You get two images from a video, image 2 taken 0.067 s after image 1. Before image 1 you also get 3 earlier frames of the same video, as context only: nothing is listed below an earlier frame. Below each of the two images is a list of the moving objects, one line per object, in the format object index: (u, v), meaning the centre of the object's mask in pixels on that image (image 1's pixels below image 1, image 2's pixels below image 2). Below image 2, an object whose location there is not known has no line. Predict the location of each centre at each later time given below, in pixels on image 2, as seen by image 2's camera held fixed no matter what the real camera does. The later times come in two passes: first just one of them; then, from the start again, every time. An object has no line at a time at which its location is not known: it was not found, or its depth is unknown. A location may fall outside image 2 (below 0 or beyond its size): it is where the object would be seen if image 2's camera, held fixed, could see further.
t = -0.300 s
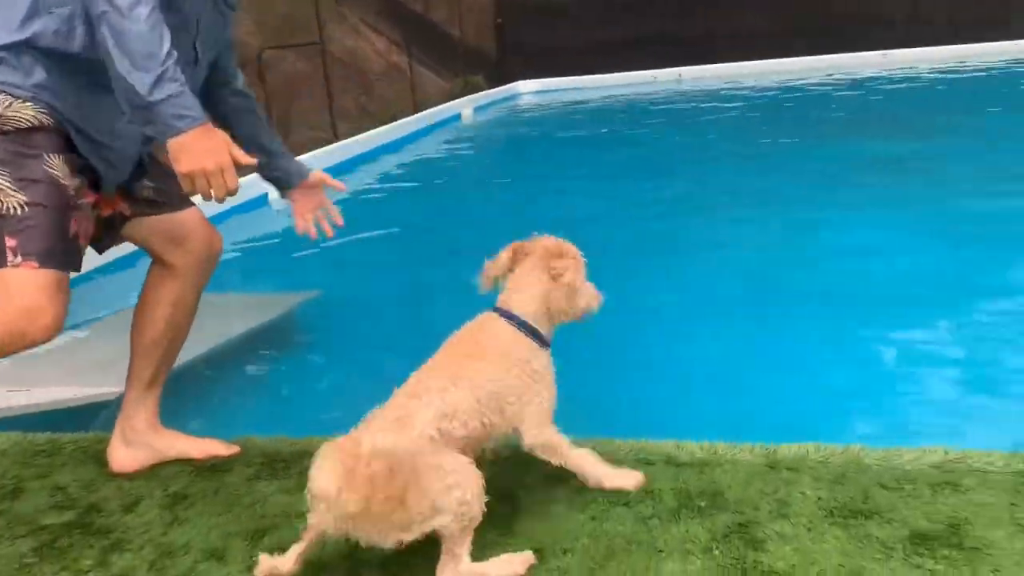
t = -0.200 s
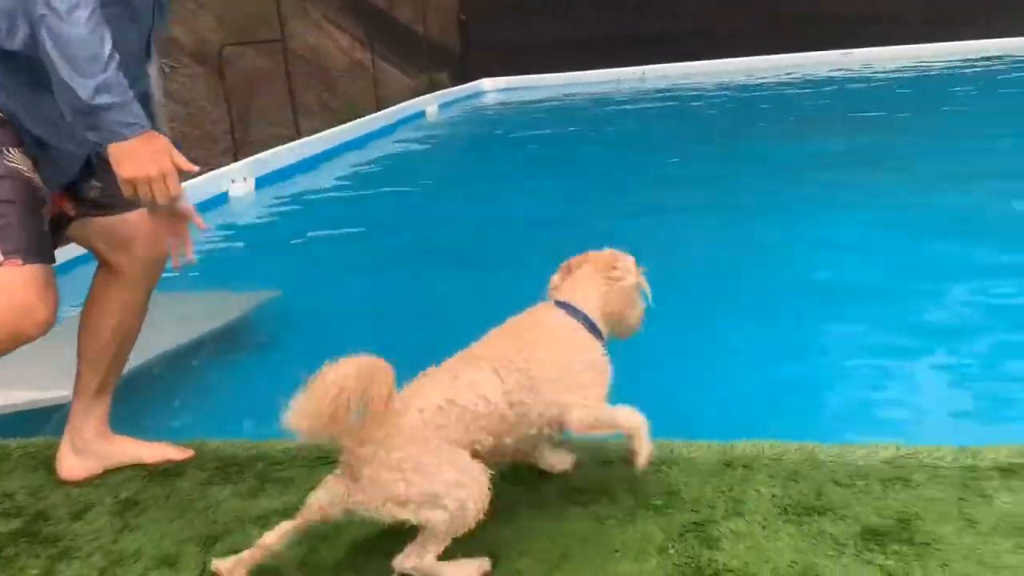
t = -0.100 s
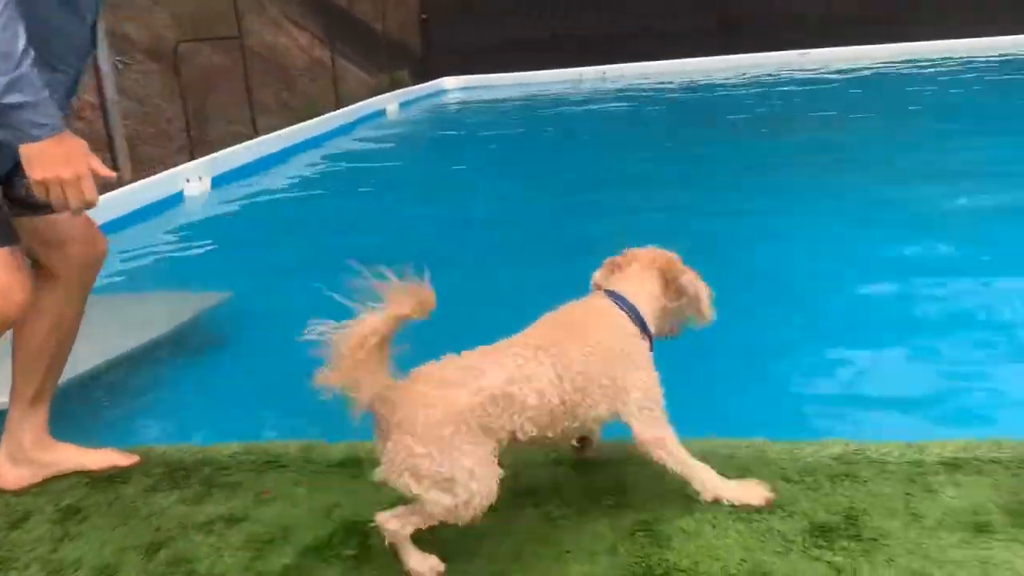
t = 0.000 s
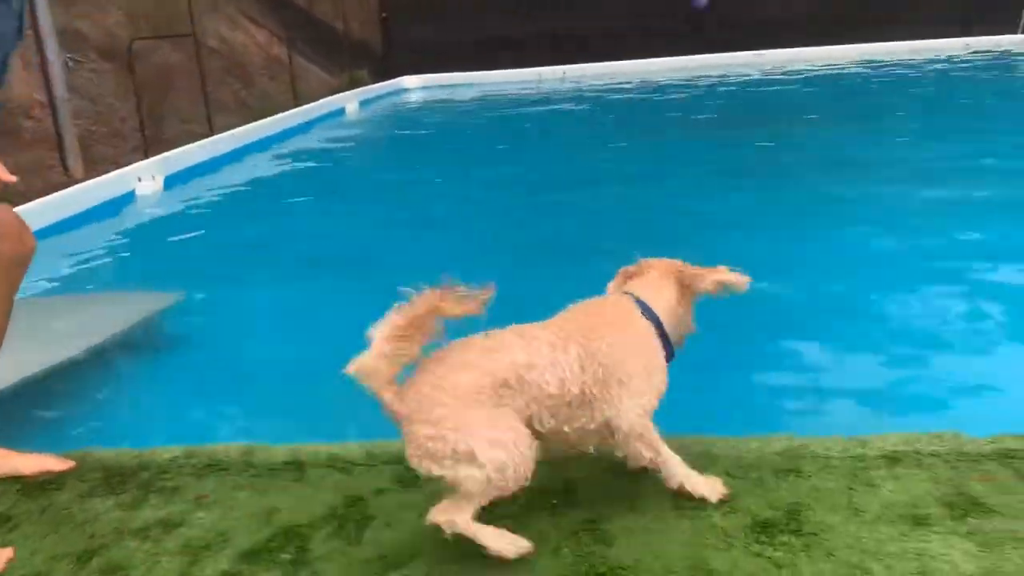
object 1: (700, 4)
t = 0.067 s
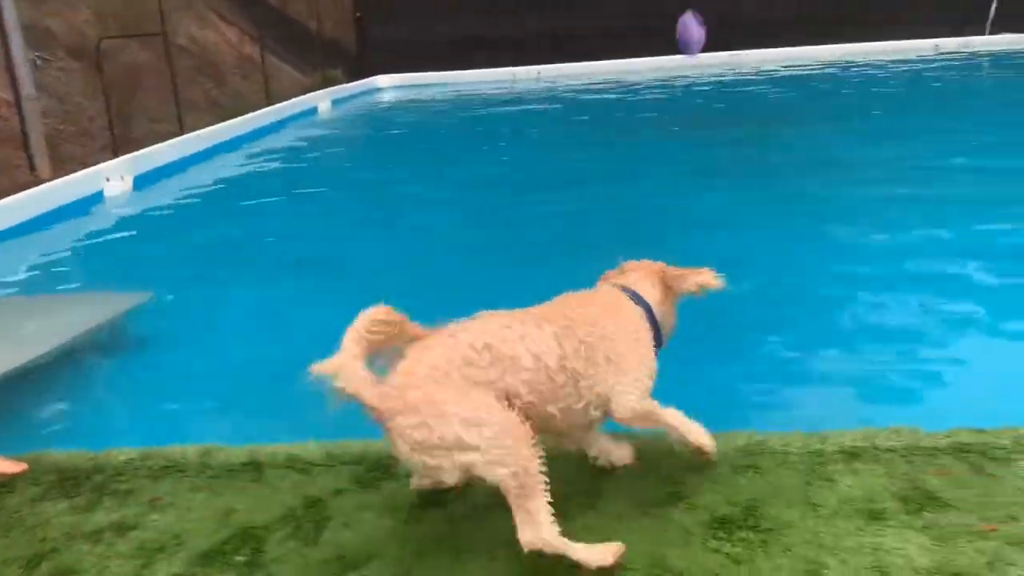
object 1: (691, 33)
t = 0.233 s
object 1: (748, 189)
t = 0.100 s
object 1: (702, 61)
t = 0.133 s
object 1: (714, 91)
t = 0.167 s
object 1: (726, 123)
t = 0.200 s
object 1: (736, 156)
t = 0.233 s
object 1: (748, 189)
